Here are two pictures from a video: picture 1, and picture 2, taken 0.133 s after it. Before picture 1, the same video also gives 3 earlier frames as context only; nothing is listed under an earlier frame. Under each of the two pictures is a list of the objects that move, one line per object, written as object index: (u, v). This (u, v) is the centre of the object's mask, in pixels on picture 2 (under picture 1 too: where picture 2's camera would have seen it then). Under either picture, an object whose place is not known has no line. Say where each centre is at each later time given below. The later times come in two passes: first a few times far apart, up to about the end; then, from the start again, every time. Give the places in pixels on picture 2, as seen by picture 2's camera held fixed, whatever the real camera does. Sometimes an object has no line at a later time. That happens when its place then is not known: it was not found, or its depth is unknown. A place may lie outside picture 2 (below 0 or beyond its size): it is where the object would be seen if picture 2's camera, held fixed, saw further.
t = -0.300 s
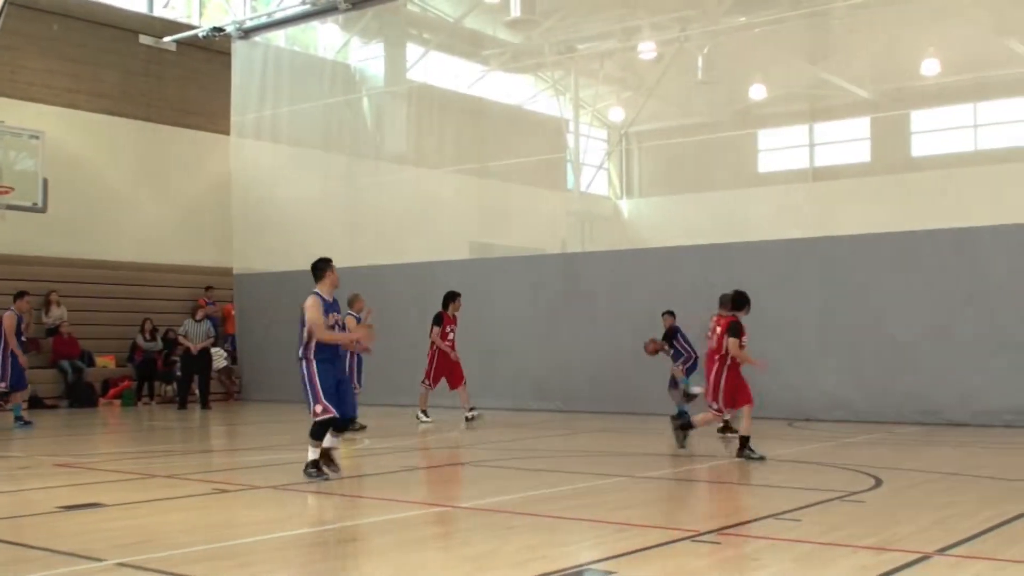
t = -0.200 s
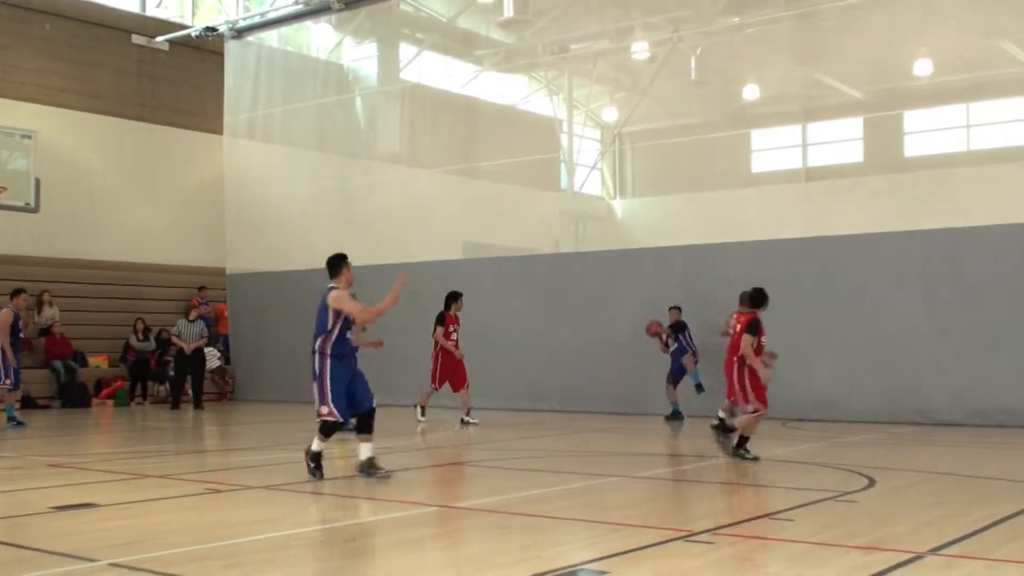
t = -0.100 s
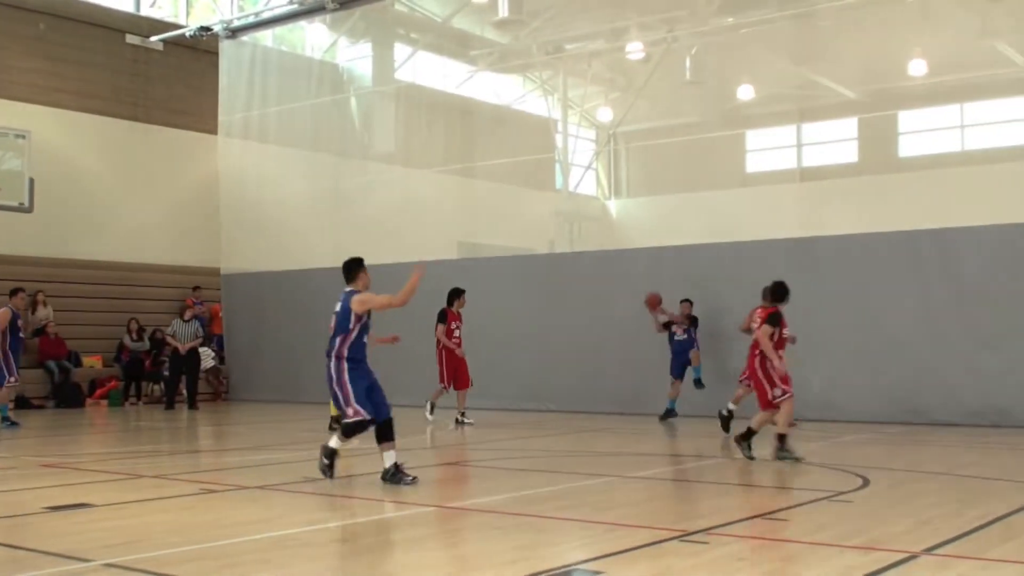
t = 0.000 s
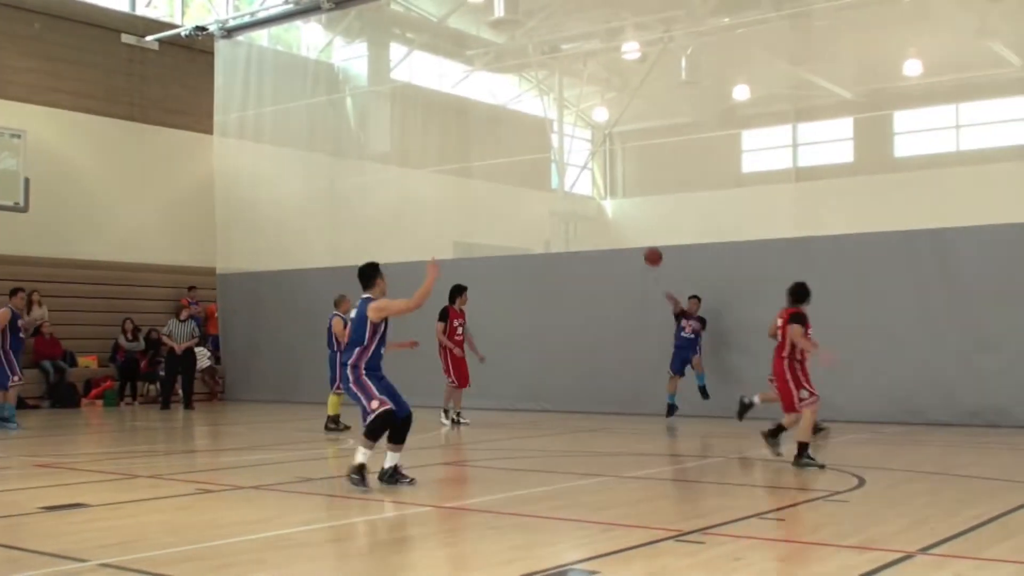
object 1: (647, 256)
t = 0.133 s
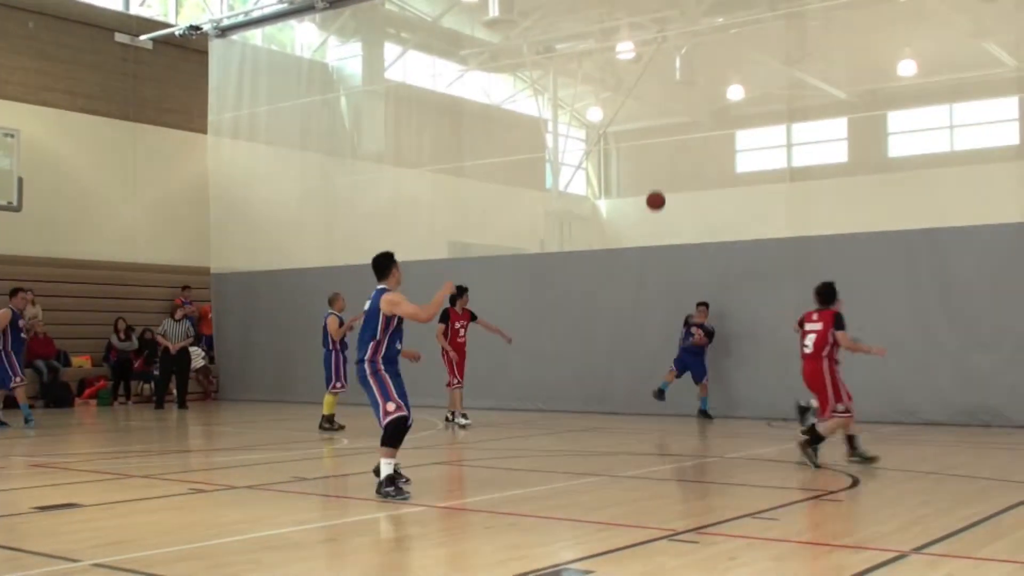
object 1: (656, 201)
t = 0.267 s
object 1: (664, 151)
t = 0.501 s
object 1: (683, 81)
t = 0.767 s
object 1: (713, 46)
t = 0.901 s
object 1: (733, 58)
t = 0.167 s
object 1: (658, 187)
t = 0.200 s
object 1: (660, 175)
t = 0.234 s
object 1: (662, 163)
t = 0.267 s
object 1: (664, 151)
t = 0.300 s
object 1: (667, 139)
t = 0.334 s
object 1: (669, 128)
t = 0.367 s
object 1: (672, 118)
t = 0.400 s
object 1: (674, 107)
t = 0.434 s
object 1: (677, 98)
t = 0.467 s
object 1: (680, 89)
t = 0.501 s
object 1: (683, 81)
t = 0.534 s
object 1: (686, 73)
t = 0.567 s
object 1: (689, 67)
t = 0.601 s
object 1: (693, 61)
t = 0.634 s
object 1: (696, 56)
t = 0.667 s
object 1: (700, 52)
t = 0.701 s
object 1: (704, 49)
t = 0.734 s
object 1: (708, 47)
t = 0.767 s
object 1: (713, 46)
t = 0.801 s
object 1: (717, 46)
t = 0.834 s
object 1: (722, 49)
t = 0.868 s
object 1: (728, 52)
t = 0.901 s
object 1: (733, 58)
